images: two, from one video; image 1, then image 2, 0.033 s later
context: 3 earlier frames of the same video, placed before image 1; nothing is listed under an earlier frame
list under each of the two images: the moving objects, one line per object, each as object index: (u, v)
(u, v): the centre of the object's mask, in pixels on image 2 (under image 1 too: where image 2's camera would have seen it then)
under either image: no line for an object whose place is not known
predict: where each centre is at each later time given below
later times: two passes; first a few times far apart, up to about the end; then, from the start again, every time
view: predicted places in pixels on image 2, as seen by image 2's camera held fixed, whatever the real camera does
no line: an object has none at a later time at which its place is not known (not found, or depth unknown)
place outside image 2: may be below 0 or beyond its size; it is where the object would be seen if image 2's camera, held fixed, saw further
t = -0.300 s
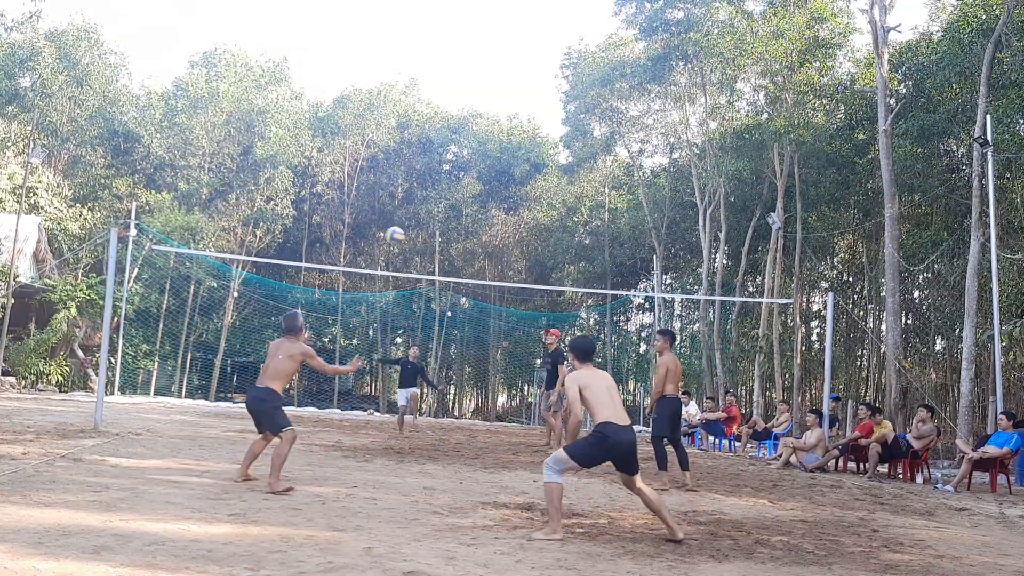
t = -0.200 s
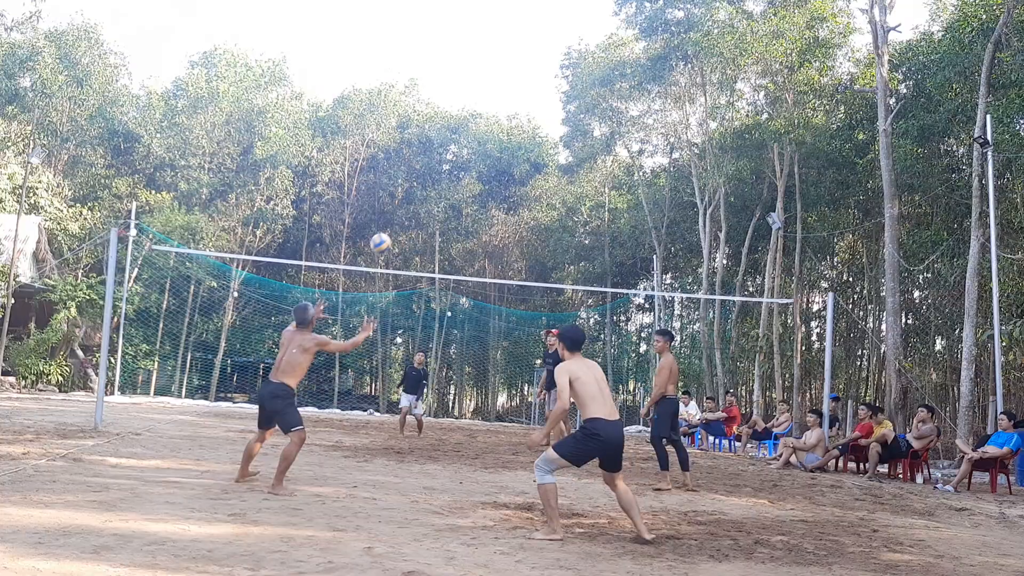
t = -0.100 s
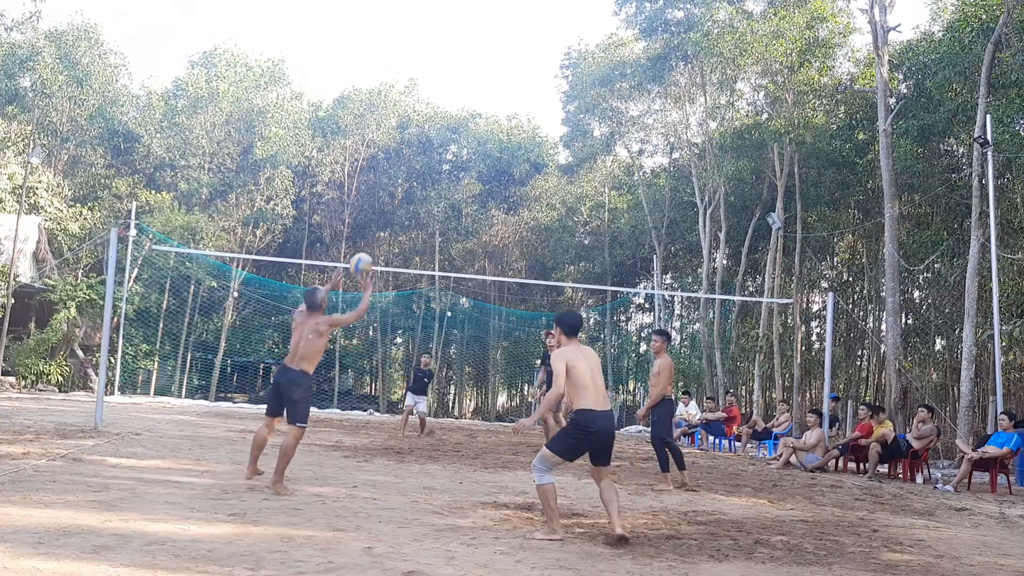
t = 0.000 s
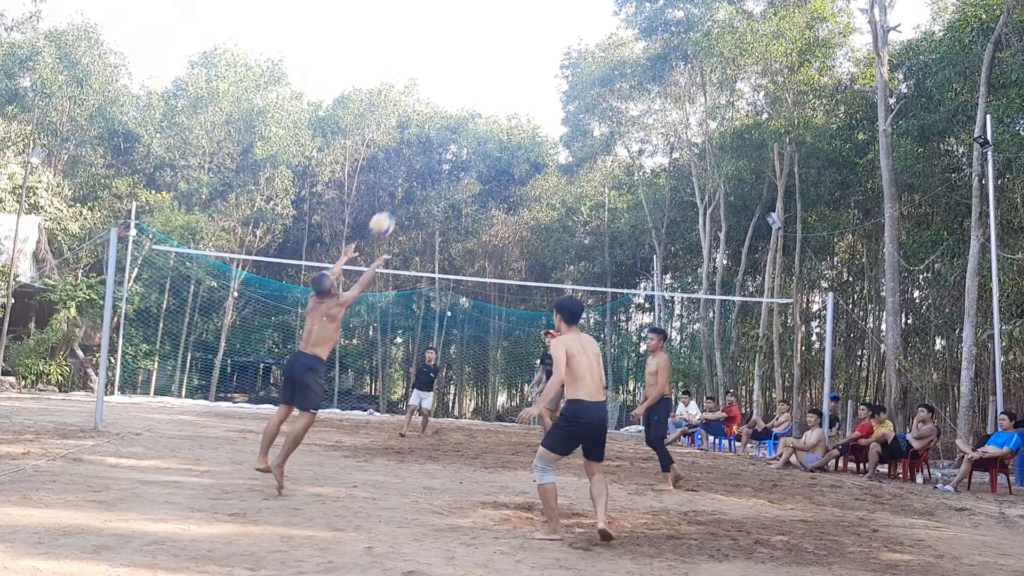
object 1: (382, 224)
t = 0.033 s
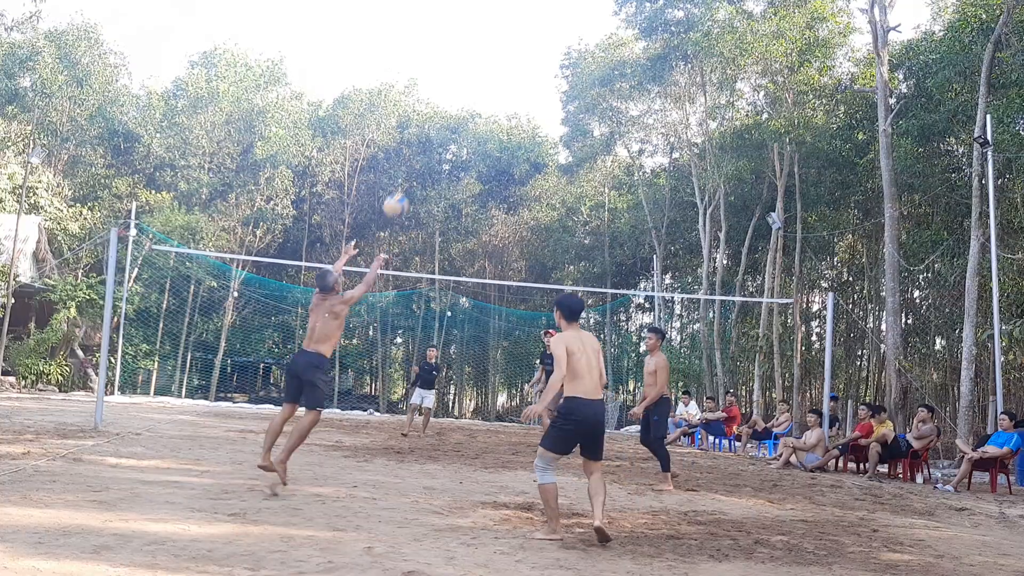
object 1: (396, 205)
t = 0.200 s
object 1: (460, 131)
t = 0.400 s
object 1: (530, 83)
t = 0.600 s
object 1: (592, 77)
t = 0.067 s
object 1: (409, 187)
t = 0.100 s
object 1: (422, 171)
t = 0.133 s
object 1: (435, 156)
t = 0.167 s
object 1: (448, 143)
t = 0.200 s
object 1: (460, 131)
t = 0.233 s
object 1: (472, 120)
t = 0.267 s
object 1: (485, 111)
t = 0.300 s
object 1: (496, 103)
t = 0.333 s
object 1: (507, 95)
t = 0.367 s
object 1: (518, 87)
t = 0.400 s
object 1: (530, 83)
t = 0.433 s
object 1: (540, 80)
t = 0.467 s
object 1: (551, 77)
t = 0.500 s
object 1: (561, 76)
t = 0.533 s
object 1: (571, 75)
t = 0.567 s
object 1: (581, 75)
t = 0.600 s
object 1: (592, 77)
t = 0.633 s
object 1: (602, 78)
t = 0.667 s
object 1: (611, 83)
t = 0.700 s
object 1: (620, 88)
